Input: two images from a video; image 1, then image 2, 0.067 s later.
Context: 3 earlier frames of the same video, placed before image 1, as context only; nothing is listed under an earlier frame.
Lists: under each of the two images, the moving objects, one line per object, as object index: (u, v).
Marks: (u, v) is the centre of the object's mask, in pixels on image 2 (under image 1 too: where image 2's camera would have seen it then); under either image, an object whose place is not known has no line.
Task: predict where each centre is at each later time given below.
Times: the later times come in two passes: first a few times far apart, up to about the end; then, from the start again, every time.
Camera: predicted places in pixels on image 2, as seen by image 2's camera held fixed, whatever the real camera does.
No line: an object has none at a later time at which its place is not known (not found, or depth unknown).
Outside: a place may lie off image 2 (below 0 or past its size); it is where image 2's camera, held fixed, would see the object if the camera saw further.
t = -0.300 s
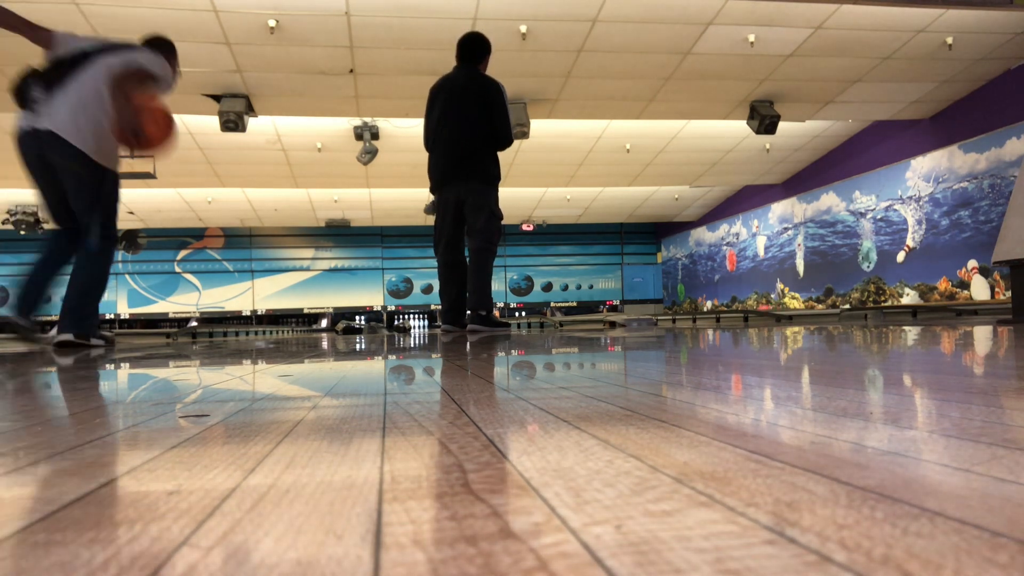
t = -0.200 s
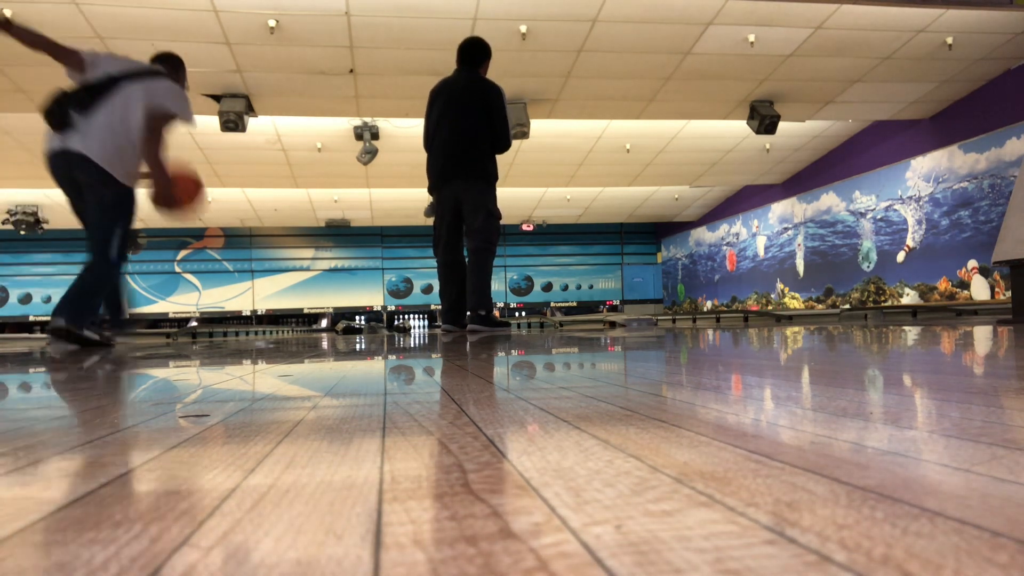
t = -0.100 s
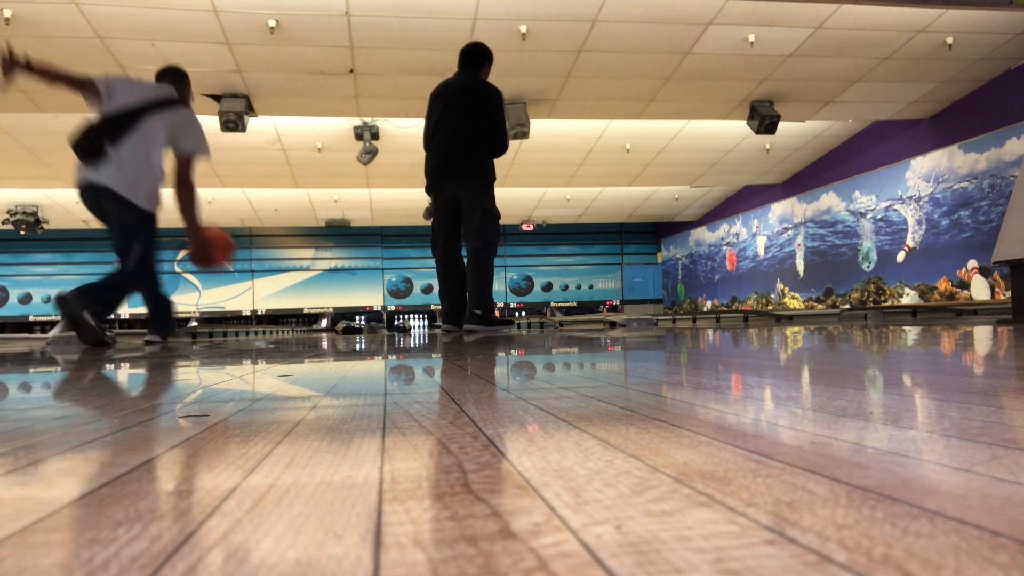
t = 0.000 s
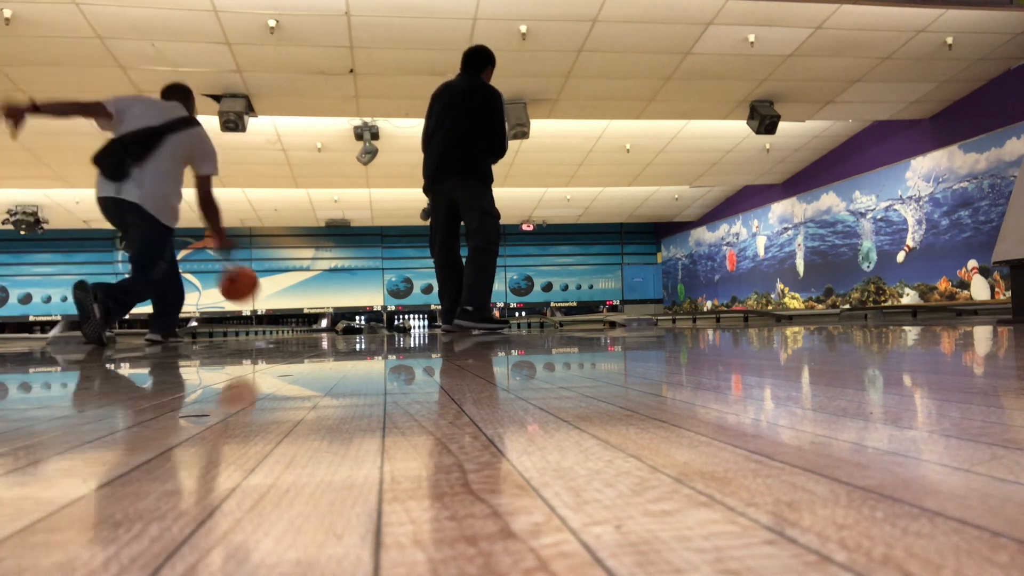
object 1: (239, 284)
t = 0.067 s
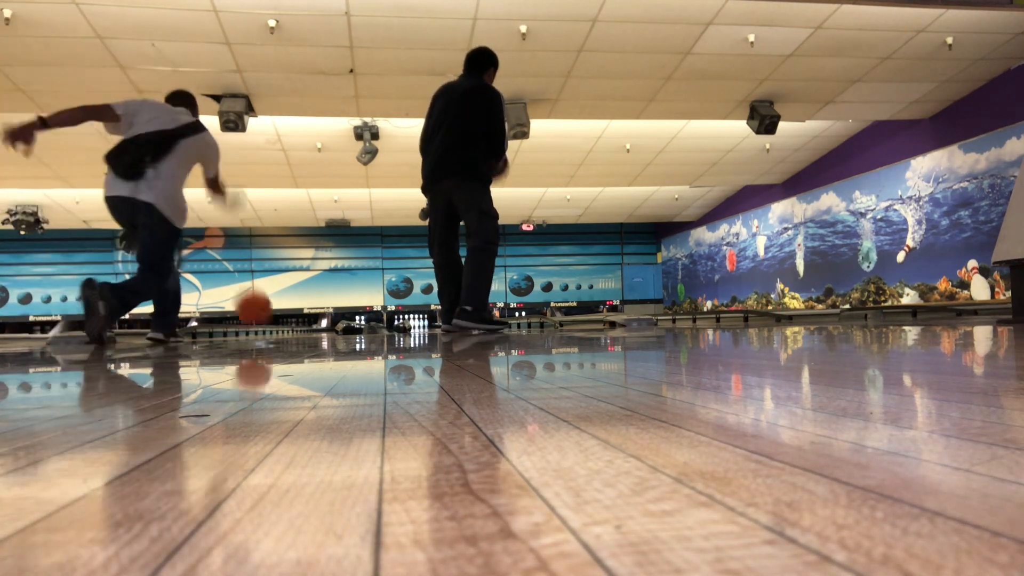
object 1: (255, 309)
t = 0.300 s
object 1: (287, 322)
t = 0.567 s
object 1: (308, 324)
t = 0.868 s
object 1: (324, 324)
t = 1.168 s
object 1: (333, 324)
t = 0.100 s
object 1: (260, 320)
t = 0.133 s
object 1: (265, 319)
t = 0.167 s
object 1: (273, 325)
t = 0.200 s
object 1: (275, 317)
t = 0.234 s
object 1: (279, 317)
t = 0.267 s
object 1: (283, 319)
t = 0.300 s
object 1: (287, 322)
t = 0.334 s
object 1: (290, 322)
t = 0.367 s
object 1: (293, 323)
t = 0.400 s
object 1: (296, 323)
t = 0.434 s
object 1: (299, 323)
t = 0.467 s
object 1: (301, 323)
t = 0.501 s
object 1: (304, 323)
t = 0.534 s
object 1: (306, 324)
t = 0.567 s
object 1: (308, 324)
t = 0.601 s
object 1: (310, 324)
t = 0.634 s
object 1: (312, 324)
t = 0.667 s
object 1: (314, 324)
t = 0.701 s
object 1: (316, 324)
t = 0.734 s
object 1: (318, 324)
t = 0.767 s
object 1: (319, 324)
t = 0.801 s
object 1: (321, 324)
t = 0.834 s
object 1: (322, 325)
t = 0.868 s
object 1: (324, 324)
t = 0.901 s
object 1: (325, 325)
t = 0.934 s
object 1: (326, 325)
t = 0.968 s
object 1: (327, 325)
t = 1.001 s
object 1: (328, 324)
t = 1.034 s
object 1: (329, 325)
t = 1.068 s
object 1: (331, 324)
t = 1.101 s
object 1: (332, 324)
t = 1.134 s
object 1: (332, 324)
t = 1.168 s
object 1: (333, 324)
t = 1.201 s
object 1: (333, 324)
